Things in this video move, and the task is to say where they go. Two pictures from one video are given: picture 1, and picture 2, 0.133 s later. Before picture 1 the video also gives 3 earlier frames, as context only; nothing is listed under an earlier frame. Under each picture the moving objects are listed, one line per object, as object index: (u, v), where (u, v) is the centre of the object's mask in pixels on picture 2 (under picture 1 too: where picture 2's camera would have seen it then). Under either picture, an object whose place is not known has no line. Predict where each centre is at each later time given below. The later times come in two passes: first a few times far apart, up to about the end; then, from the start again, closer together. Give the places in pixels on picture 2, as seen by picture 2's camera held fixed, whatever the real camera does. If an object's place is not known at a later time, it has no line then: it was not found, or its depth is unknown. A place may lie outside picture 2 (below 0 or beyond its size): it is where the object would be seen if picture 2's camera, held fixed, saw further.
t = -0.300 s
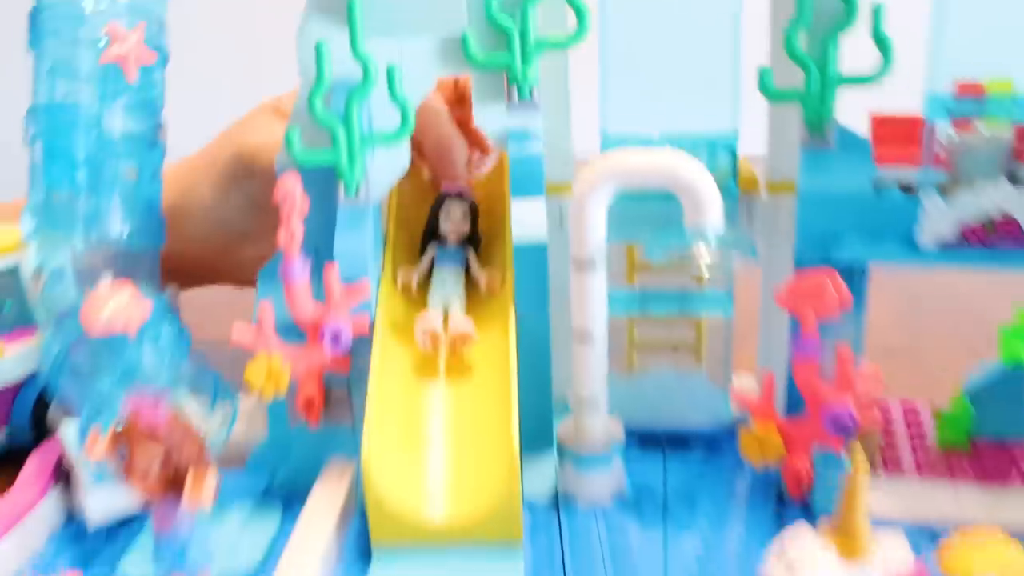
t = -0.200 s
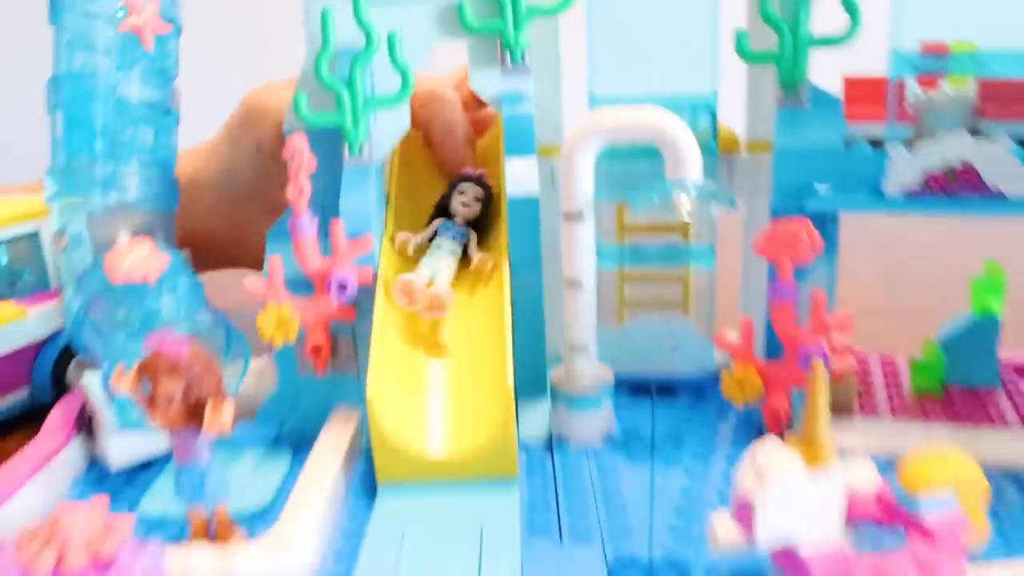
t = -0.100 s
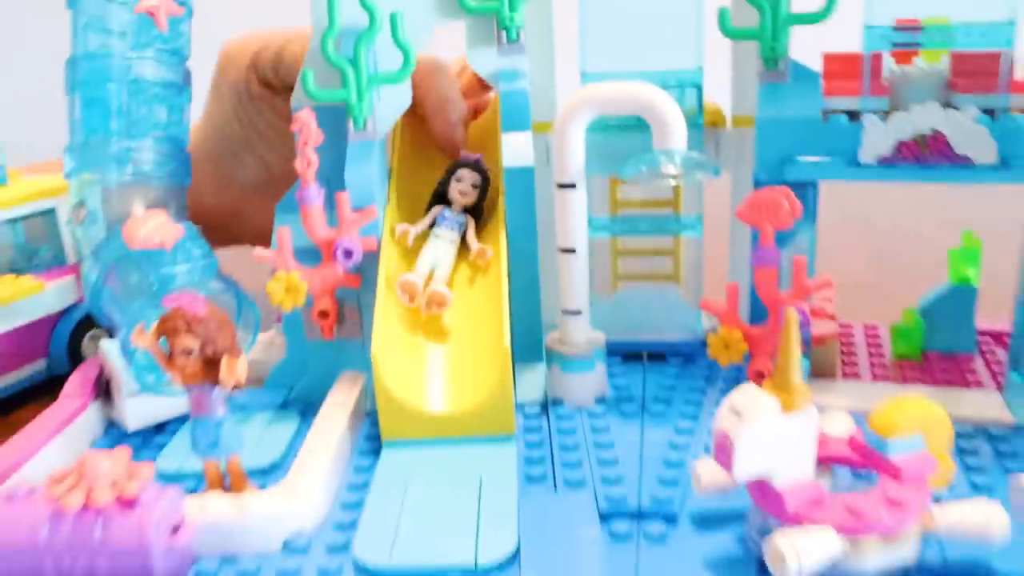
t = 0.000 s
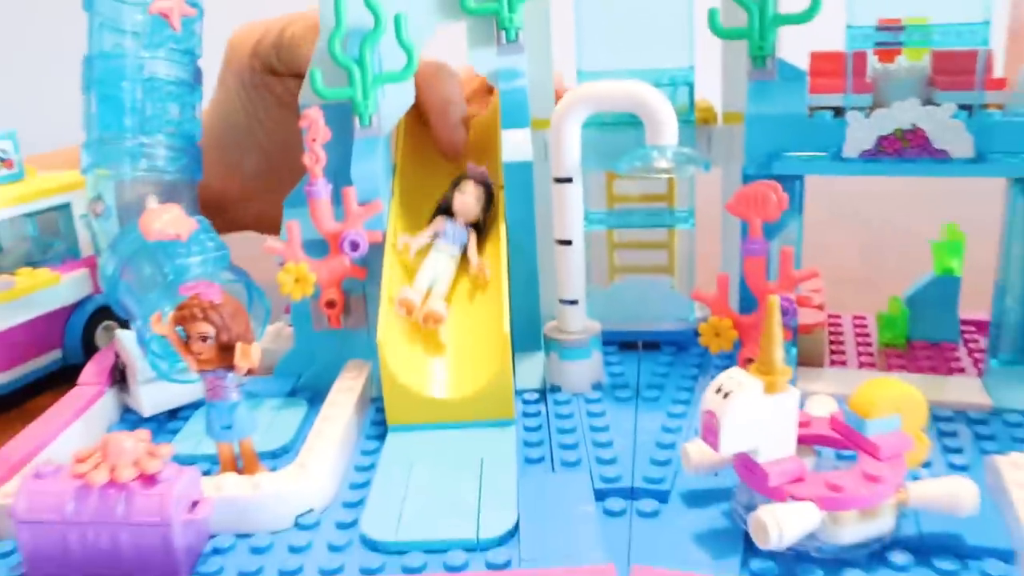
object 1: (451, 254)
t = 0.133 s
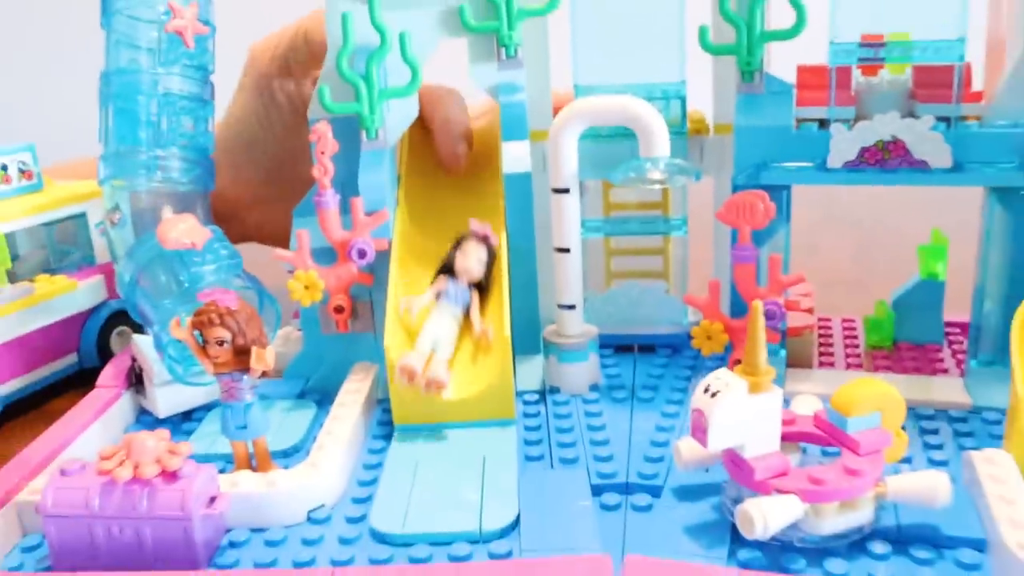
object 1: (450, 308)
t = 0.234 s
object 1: (449, 349)
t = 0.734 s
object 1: (441, 388)
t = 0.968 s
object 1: (439, 398)
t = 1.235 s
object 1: (439, 405)
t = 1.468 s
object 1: (439, 408)
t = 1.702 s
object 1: (411, 440)
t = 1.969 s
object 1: (406, 441)
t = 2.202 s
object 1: (406, 441)
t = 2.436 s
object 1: (406, 441)
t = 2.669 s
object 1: (406, 441)
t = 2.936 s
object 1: (406, 441)
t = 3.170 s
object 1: (406, 441)
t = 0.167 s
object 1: (450, 322)
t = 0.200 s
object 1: (450, 334)
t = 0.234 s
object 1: (449, 349)
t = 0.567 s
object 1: (441, 385)
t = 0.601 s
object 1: (441, 386)
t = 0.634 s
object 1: (441, 386)
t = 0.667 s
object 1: (441, 388)
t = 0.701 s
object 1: (441, 388)
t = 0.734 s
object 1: (441, 388)
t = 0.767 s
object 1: (441, 389)
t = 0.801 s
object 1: (441, 389)
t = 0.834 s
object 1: (441, 389)
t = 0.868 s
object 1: (440, 390)
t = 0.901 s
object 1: (440, 390)
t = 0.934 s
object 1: (440, 393)
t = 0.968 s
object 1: (439, 398)
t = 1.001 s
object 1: (439, 400)
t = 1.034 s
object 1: (439, 401)
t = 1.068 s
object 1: (439, 402)
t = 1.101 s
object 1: (439, 403)
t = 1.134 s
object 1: (439, 404)
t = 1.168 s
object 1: (439, 404)
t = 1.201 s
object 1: (439, 404)
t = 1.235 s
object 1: (439, 405)
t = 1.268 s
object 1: (439, 405)
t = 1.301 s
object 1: (439, 406)
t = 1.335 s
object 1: (439, 406)
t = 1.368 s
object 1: (439, 406)
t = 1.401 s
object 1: (439, 407)
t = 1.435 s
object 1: (439, 407)
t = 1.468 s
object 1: (439, 408)
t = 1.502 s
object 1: (439, 408)
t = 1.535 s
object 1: (437, 413)
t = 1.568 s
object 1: (433, 421)
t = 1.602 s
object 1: (427, 431)
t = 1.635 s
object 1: (419, 438)
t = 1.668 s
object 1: (414, 440)
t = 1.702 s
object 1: (411, 440)
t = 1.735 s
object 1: (408, 440)
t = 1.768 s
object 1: (405, 440)
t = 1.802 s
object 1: (405, 440)
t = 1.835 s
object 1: (406, 441)
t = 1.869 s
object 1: (406, 441)
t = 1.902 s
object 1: (406, 441)
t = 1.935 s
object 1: (406, 441)
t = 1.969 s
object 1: (406, 441)
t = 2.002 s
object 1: (406, 441)
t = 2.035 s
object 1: (406, 441)
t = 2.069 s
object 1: (406, 441)
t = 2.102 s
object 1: (406, 441)
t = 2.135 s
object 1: (406, 441)
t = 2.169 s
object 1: (406, 441)
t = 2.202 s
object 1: (406, 441)
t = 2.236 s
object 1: (406, 441)
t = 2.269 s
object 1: (406, 441)
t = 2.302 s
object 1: (406, 441)
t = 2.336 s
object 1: (406, 441)
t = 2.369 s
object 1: (406, 441)
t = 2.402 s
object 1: (406, 441)
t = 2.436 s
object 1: (406, 441)
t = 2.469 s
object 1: (406, 441)
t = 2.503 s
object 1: (406, 441)
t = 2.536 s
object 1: (406, 440)
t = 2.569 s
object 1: (406, 440)
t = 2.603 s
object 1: (406, 441)
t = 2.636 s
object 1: (406, 441)
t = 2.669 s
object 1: (406, 441)
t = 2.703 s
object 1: (406, 441)
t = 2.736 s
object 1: (406, 440)
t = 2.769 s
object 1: (406, 441)
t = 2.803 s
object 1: (406, 441)
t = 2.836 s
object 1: (406, 441)
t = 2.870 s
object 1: (406, 441)
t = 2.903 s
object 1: (406, 441)
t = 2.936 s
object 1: (406, 441)
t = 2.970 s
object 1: (406, 441)
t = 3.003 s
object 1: (406, 440)
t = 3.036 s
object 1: (406, 441)
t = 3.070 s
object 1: (406, 441)
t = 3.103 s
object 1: (406, 441)
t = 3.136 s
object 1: (406, 440)
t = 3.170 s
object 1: (406, 441)
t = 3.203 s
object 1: (406, 441)
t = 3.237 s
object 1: (406, 441)
